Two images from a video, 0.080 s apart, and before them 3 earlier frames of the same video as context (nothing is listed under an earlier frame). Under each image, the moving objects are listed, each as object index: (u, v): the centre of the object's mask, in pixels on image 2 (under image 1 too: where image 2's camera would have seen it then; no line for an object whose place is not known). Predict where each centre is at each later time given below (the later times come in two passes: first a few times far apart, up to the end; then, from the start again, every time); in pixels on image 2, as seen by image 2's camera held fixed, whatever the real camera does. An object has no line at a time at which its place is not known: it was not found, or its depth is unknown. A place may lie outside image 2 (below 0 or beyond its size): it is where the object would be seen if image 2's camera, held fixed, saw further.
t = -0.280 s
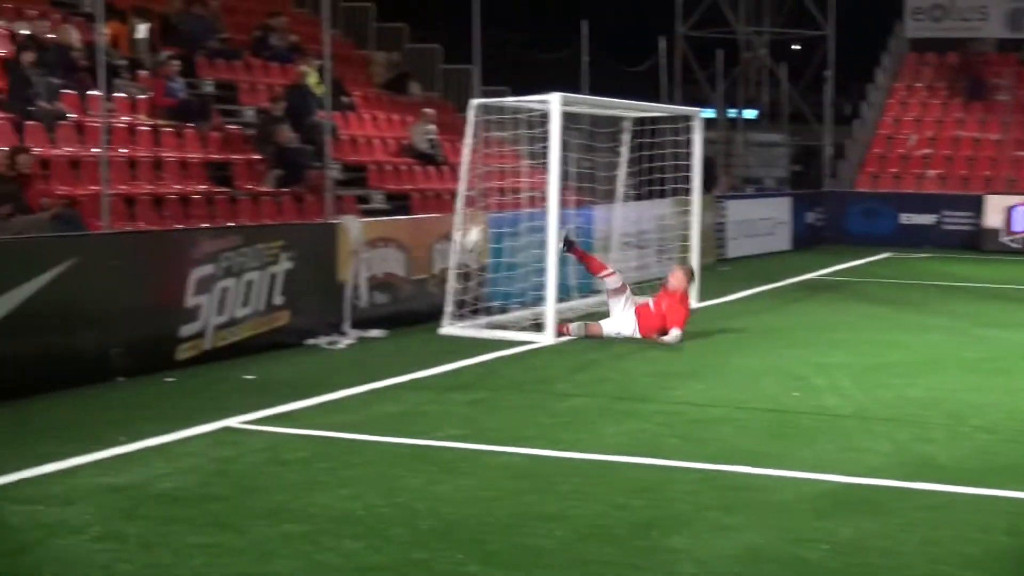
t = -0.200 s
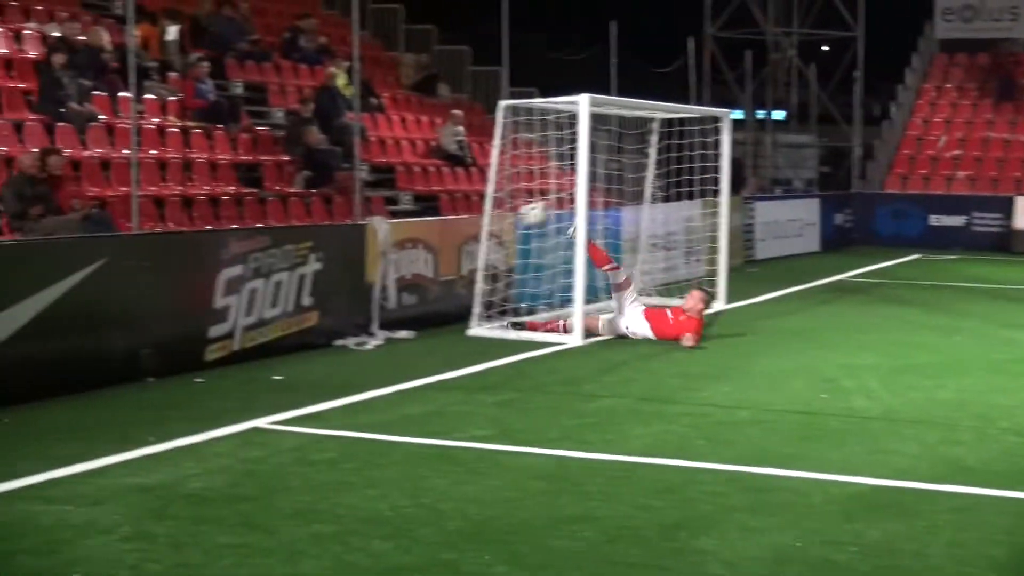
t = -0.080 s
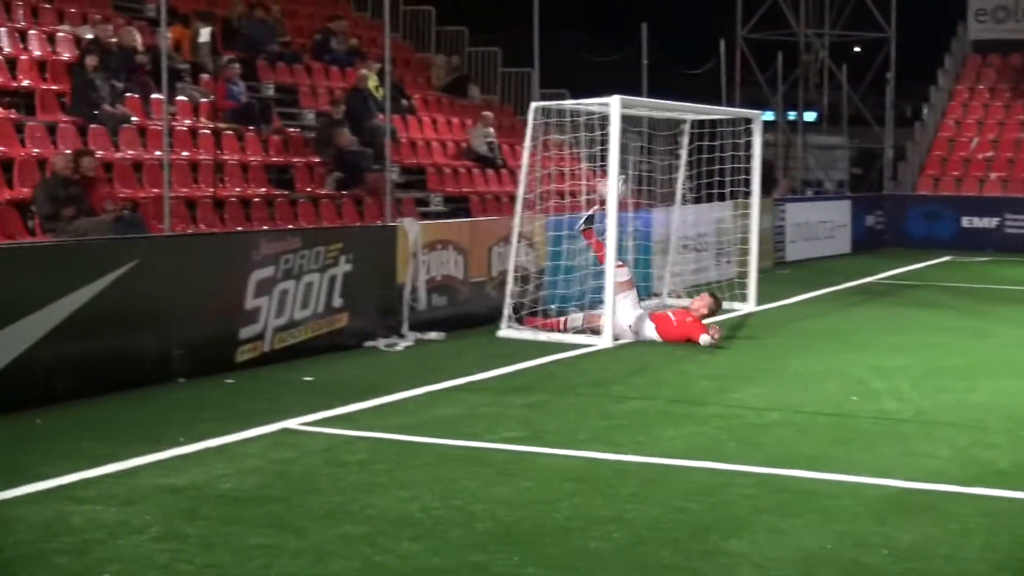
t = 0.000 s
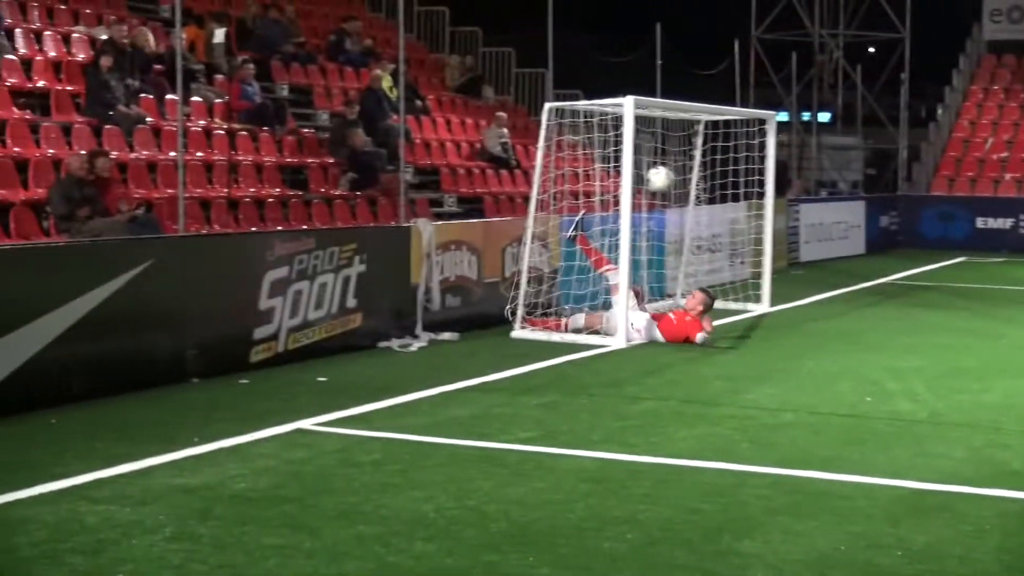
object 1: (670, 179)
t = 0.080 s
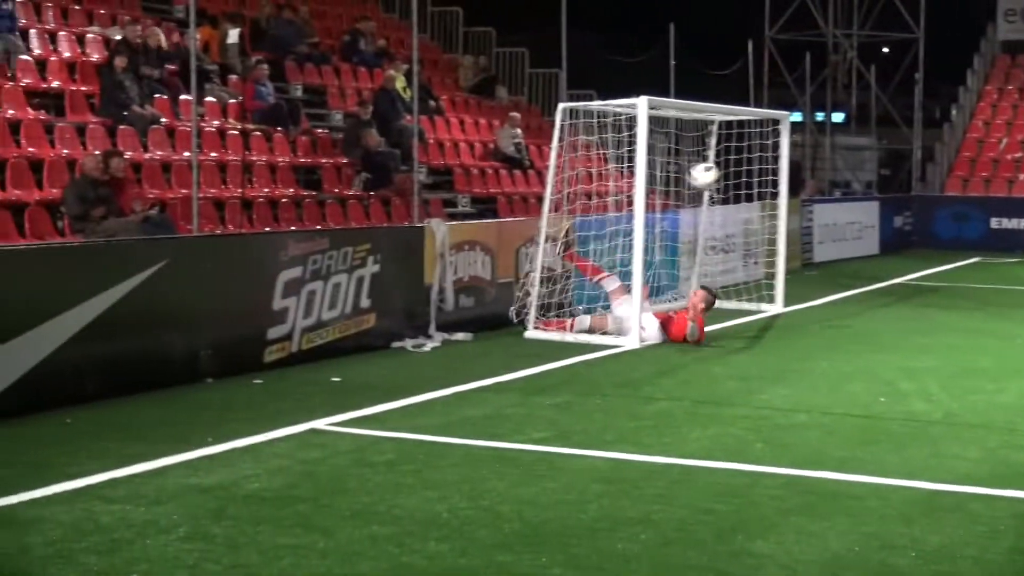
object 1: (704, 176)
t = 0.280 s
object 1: (784, 201)
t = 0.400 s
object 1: (830, 240)
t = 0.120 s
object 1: (721, 178)
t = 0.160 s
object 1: (737, 182)
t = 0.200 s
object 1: (753, 187)
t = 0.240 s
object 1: (768, 193)
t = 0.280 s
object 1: (784, 201)
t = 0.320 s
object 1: (802, 214)
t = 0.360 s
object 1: (813, 225)
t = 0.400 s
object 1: (830, 240)
